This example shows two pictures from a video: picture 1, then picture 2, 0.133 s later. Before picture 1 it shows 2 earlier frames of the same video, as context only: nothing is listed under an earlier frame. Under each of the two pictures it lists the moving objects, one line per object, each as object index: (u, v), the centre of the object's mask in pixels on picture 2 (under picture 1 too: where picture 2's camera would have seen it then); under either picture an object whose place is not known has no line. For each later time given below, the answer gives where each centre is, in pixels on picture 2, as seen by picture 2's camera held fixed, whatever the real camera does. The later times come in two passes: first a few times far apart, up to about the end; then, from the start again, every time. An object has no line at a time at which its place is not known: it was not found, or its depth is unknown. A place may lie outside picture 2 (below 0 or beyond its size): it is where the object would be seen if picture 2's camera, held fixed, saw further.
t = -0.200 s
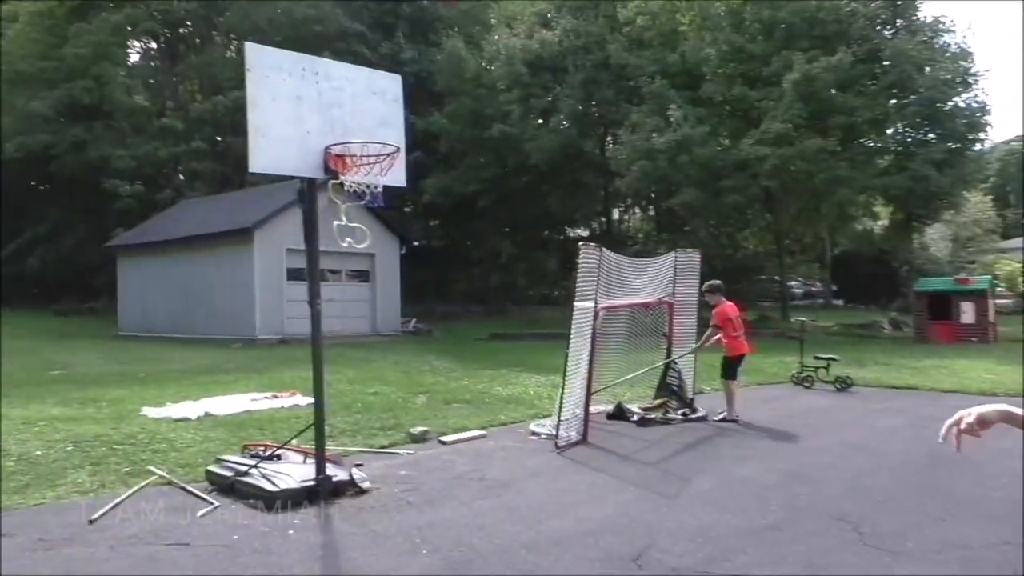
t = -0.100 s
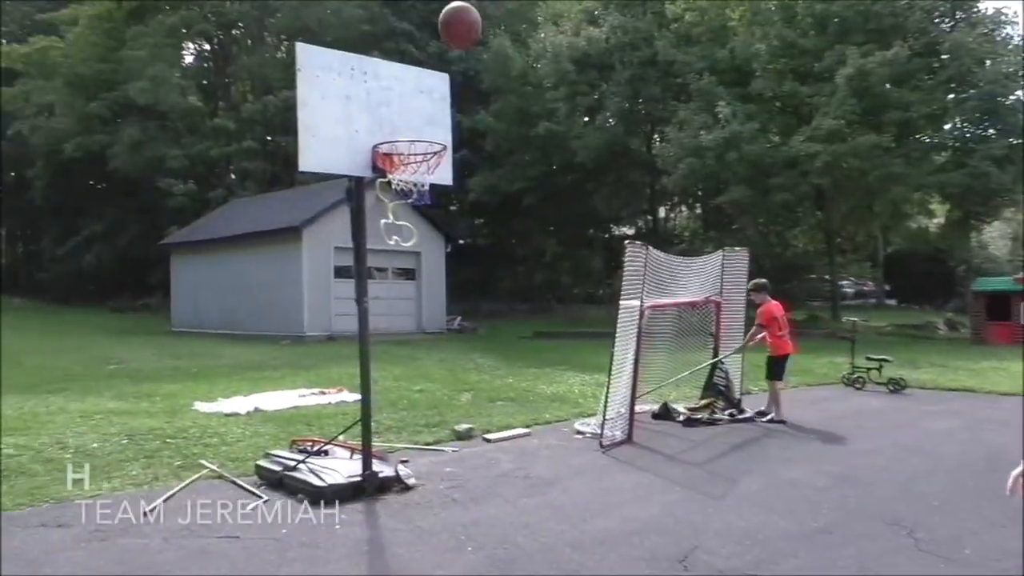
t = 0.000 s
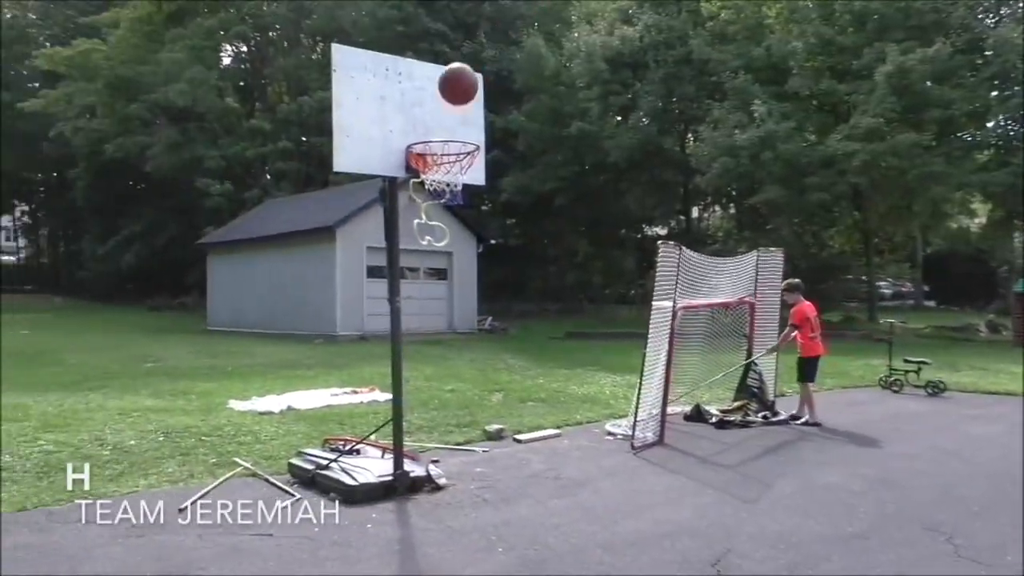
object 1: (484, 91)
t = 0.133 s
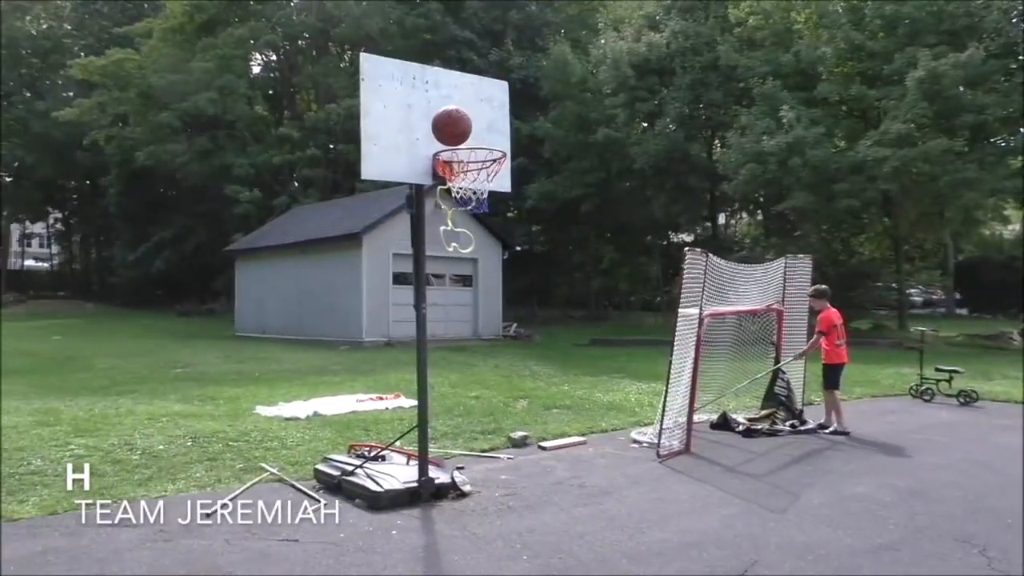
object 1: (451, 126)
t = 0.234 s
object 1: (431, 124)
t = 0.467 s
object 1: (373, 194)
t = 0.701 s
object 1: (292, 435)
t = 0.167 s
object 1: (445, 124)
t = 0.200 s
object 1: (438, 123)
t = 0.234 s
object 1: (431, 124)
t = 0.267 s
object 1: (424, 127)
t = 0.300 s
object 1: (416, 132)
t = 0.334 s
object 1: (409, 139)
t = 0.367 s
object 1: (400, 149)
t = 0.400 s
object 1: (392, 160)
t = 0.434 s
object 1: (383, 177)
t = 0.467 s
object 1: (373, 194)
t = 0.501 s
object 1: (363, 215)
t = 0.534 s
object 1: (353, 240)
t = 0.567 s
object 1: (341, 269)
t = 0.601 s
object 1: (330, 303)
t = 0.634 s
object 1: (318, 341)
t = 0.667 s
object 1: (306, 384)
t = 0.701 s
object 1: (292, 435)
